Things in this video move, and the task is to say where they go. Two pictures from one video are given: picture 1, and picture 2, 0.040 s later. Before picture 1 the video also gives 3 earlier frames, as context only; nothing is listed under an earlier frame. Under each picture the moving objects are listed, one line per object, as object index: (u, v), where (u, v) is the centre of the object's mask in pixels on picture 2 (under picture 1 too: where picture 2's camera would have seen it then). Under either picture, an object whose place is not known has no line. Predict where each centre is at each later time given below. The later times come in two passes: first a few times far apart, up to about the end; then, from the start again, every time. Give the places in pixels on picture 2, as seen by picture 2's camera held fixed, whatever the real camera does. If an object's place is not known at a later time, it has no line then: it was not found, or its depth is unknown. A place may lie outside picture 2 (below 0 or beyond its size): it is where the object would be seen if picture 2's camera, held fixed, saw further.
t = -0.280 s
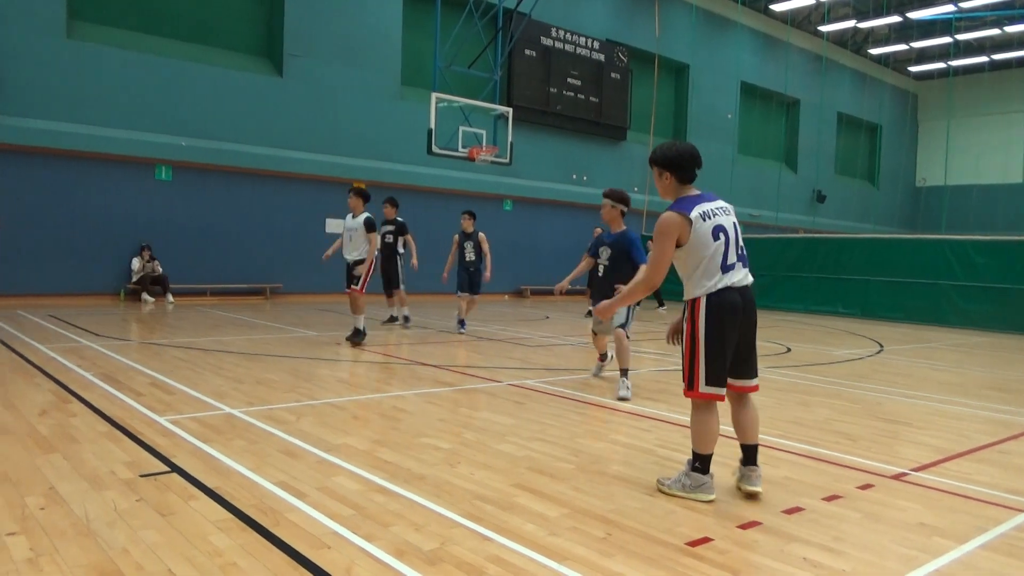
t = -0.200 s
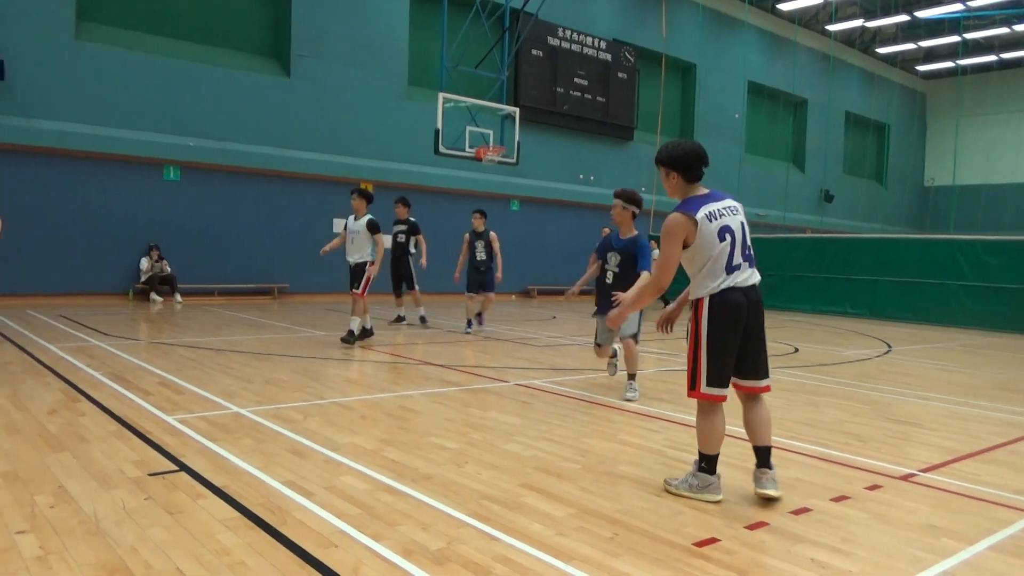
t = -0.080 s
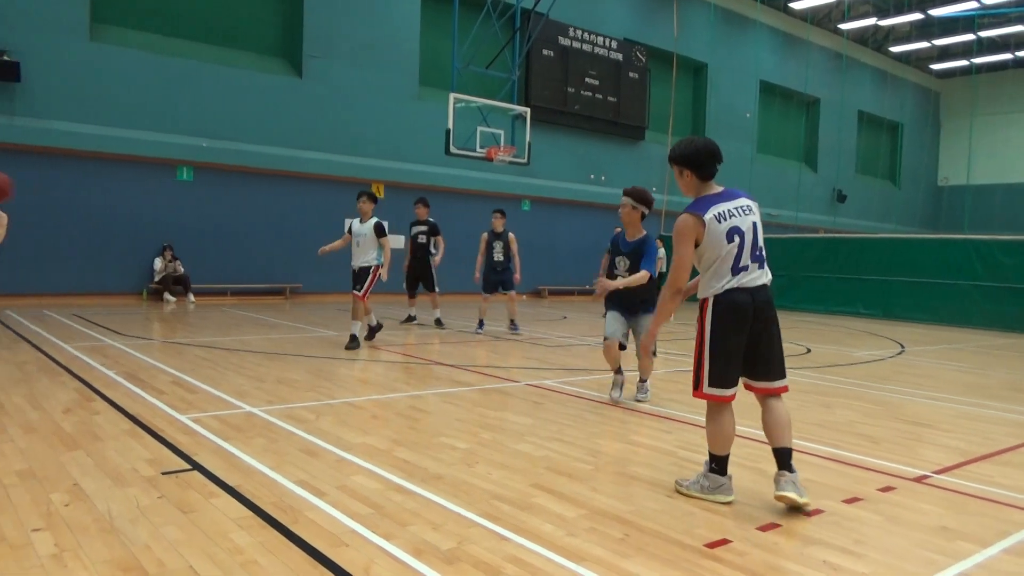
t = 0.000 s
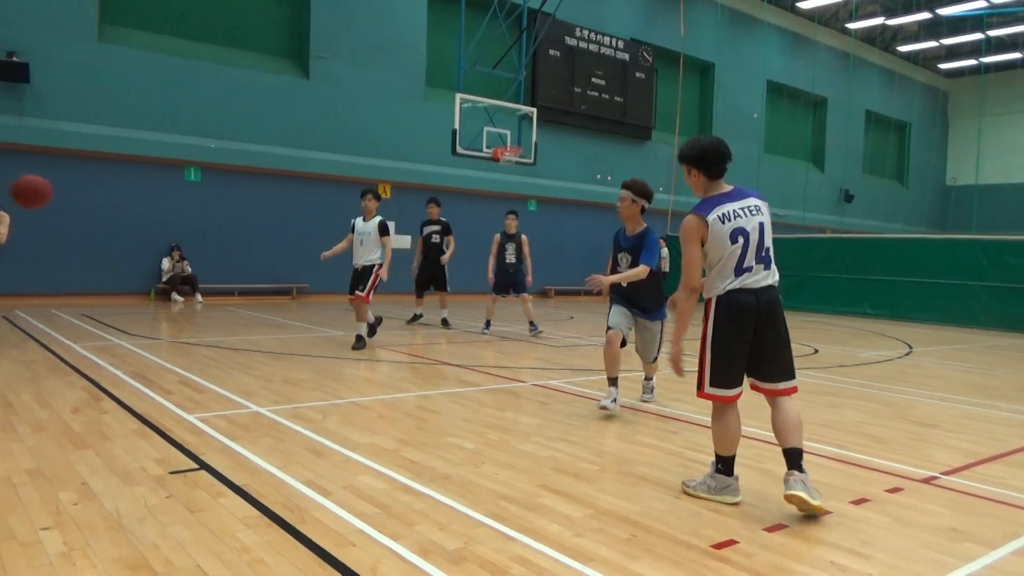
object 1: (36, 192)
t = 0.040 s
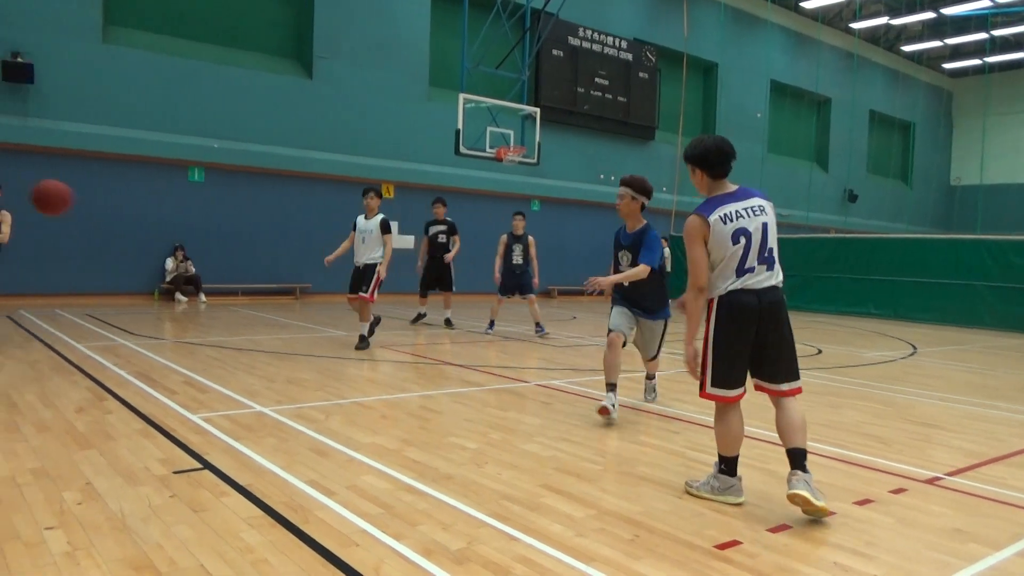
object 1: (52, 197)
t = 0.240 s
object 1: (153, 279)
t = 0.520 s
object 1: (372, 406)
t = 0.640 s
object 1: (496, 334)
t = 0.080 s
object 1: (69, 206)
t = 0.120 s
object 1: (87, 218)
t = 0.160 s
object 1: (108, 234)
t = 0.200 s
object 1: (129, 254)
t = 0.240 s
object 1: (153, 279)
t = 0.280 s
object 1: (177, 308)
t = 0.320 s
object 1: (206, 346)
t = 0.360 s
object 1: (237, 388)
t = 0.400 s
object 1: (272, 443)
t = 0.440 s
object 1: (306, 464)
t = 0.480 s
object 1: (338, 434)
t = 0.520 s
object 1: (372, 406)
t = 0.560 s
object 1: (410, 379)
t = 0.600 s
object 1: (450, 356)
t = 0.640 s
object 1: (496, 334)
